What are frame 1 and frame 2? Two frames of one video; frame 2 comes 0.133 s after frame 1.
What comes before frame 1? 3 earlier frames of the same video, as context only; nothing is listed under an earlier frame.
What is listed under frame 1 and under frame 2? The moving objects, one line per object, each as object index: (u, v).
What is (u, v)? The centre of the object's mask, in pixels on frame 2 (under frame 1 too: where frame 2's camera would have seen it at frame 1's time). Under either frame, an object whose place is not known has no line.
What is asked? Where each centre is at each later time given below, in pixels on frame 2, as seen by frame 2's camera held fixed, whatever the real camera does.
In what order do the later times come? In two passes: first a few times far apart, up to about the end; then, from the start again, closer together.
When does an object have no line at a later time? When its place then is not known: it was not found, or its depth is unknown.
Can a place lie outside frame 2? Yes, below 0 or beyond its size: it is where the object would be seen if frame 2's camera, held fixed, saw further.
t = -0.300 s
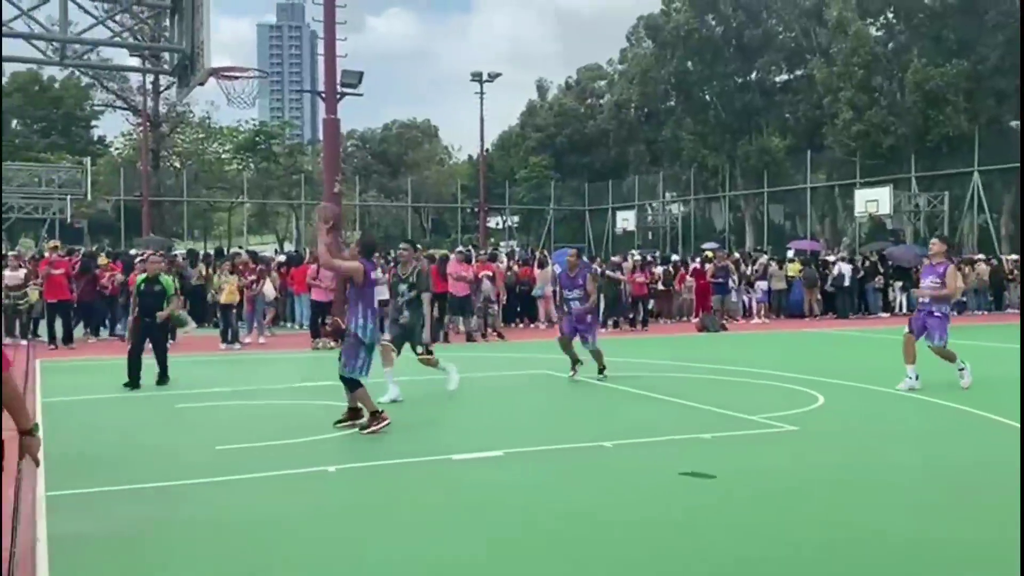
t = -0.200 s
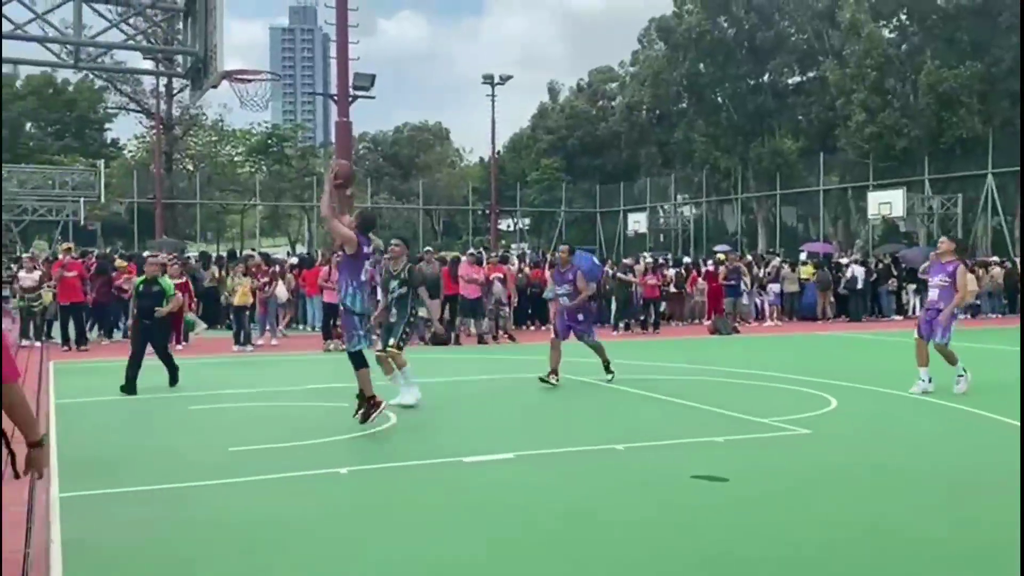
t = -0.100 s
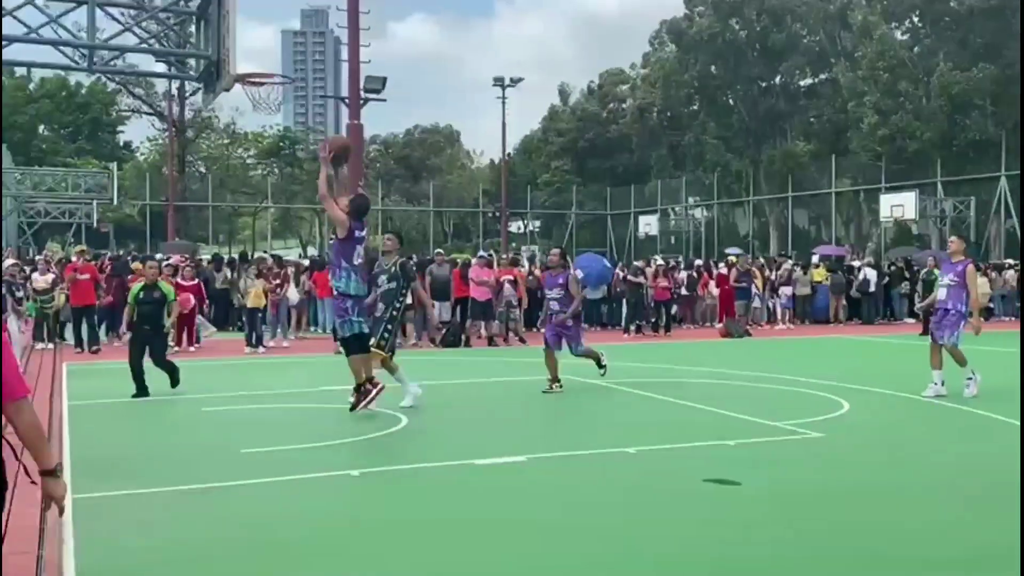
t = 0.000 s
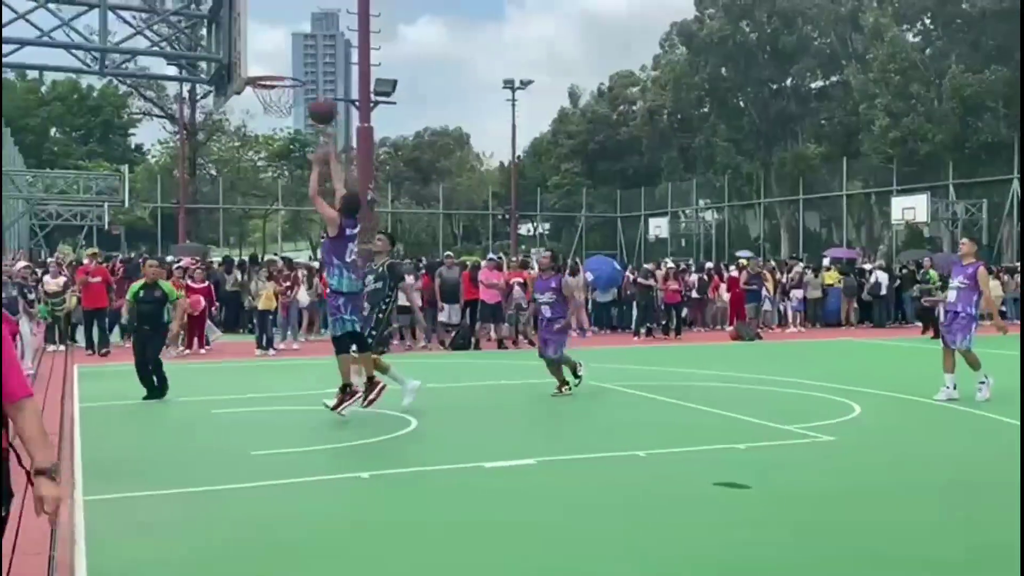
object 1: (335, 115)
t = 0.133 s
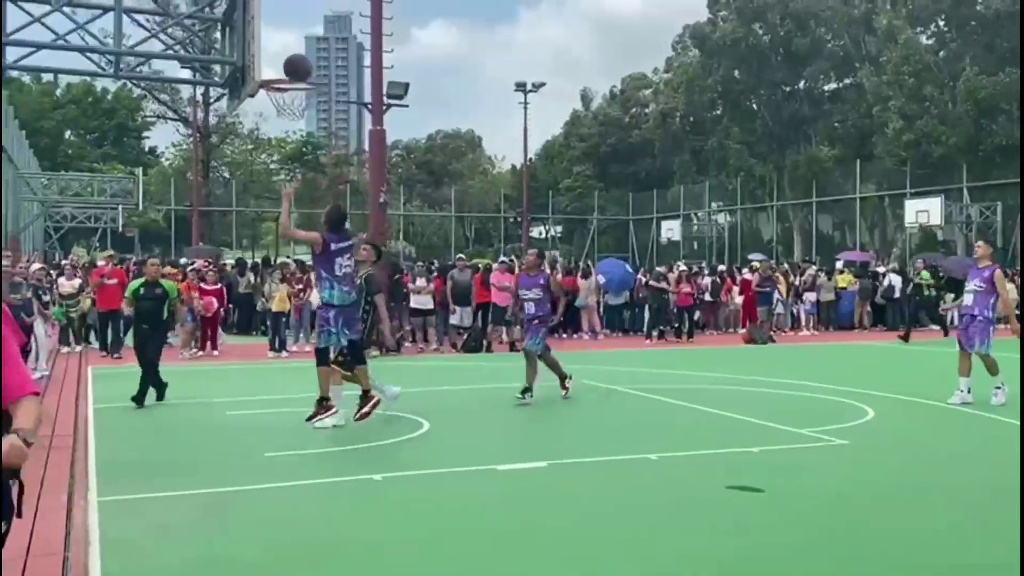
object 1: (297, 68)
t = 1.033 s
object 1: (288, 105)
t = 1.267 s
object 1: (293, 117)
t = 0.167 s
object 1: (288, 60)
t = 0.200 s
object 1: (280, 54)
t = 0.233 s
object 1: (272, 49)
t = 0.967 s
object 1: (287, 103)
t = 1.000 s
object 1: (288, 105)
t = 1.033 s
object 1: (288, 105)
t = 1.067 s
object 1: (289, 105)
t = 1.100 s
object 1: (289, 105)
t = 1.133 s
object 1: (290, 105)
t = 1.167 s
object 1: (292, 108)
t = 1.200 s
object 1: (292, 111)
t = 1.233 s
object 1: (293, 114)
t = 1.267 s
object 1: (293, 117)
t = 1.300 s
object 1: (294, 121)
